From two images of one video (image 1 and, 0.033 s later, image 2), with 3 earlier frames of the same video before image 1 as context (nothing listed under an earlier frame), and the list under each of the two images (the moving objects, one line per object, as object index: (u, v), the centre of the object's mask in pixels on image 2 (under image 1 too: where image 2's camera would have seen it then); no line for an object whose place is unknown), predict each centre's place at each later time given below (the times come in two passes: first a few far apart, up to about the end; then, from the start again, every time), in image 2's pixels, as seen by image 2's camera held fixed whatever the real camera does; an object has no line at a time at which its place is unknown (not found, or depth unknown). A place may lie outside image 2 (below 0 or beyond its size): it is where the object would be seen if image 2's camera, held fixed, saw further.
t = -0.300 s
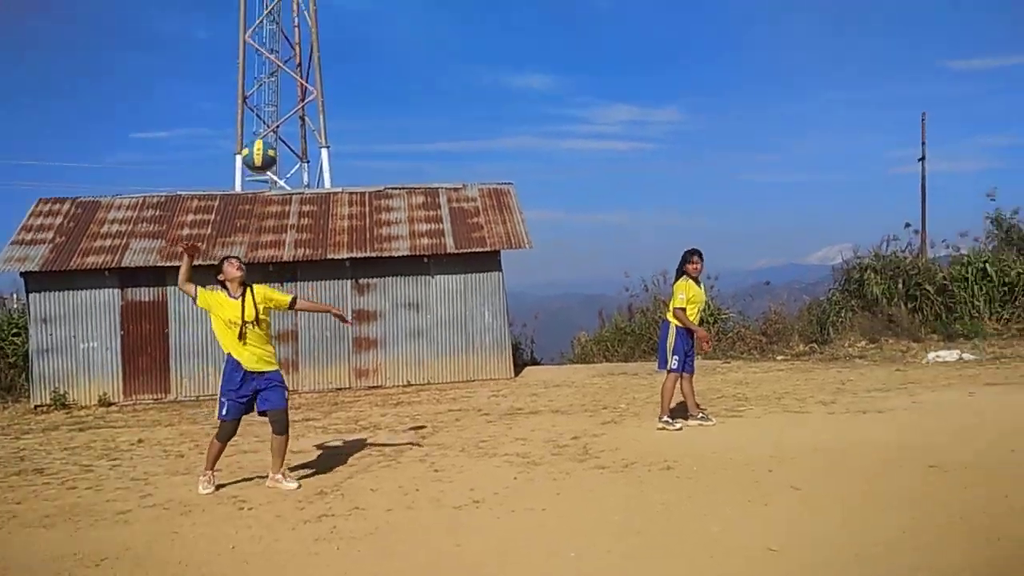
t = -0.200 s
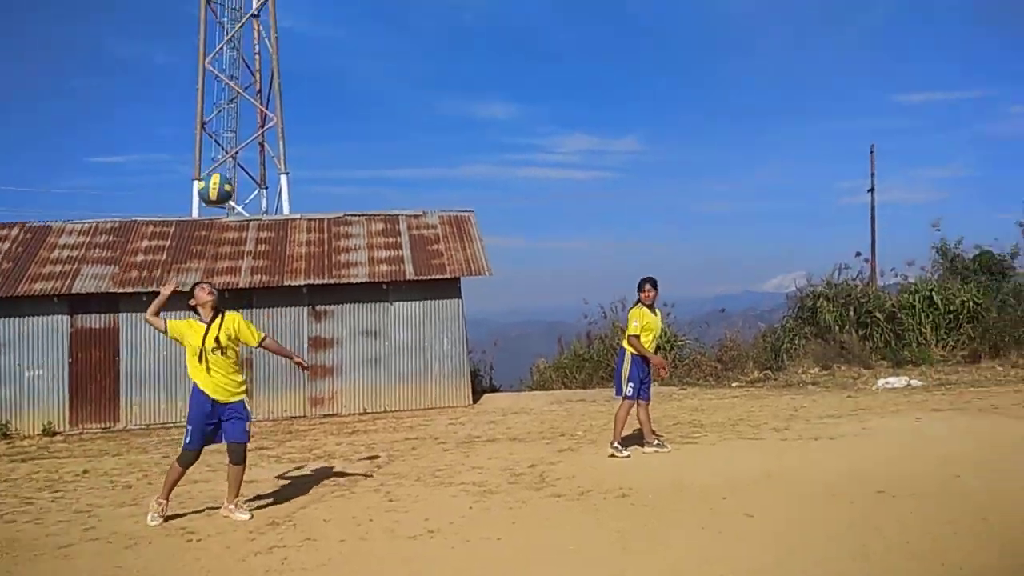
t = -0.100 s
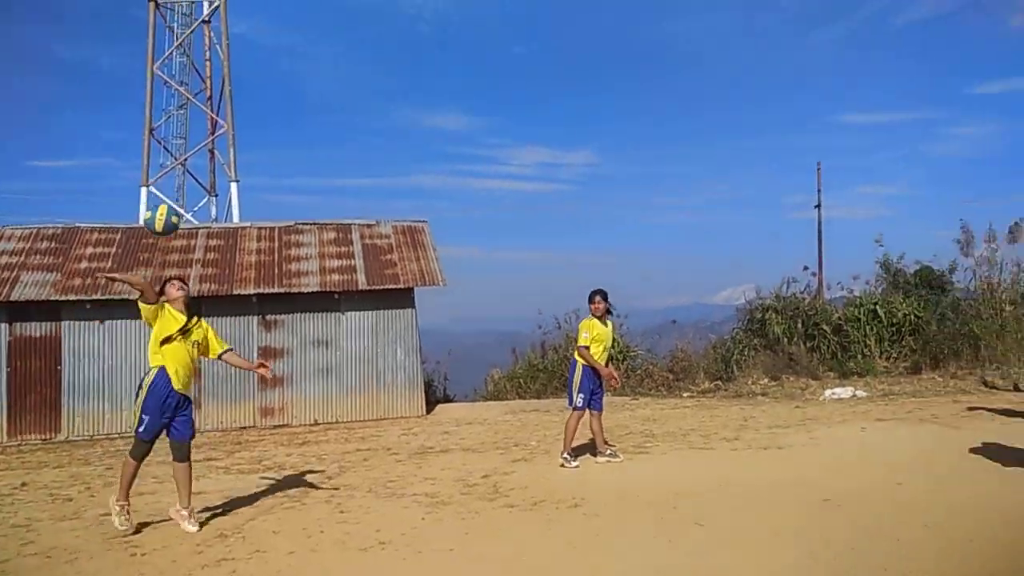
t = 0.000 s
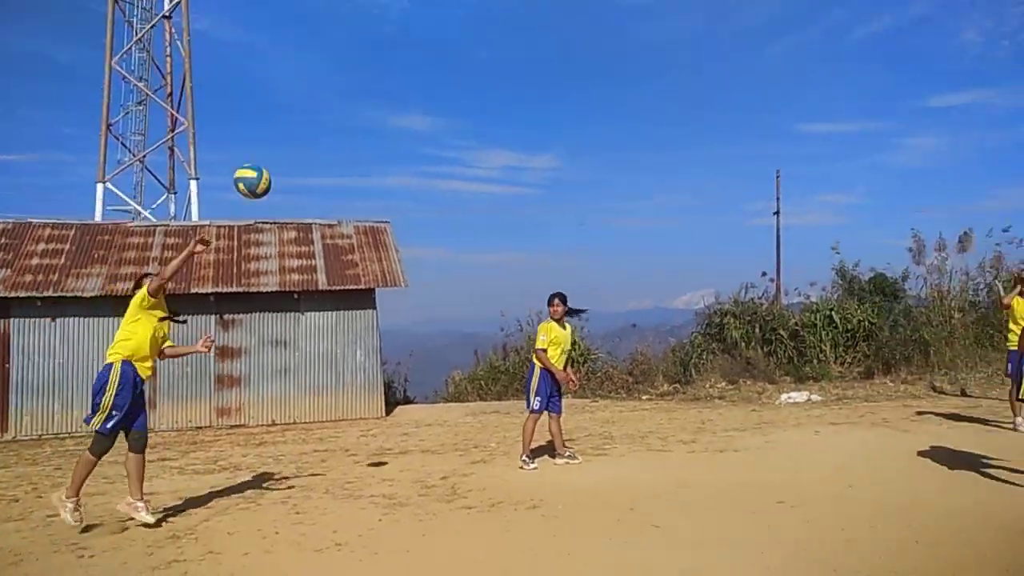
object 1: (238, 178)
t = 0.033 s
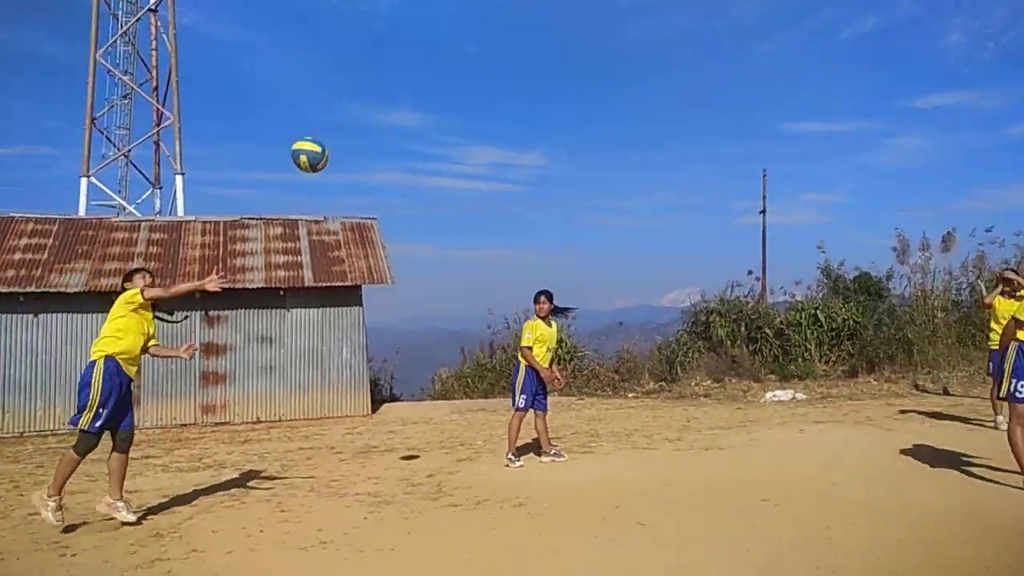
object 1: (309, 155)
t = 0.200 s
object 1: (668, 70)
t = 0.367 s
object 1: (1013, 38)
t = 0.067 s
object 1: (382, 135)
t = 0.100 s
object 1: (453, 117)
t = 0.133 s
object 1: (524, 99)
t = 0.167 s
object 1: (595, 84)
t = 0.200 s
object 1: (668, 70)
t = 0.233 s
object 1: (739, 60)
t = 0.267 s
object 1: (810, 52)
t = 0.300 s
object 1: (876, 45)
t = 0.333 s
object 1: (943, 43)
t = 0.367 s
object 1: (1013, 38)
